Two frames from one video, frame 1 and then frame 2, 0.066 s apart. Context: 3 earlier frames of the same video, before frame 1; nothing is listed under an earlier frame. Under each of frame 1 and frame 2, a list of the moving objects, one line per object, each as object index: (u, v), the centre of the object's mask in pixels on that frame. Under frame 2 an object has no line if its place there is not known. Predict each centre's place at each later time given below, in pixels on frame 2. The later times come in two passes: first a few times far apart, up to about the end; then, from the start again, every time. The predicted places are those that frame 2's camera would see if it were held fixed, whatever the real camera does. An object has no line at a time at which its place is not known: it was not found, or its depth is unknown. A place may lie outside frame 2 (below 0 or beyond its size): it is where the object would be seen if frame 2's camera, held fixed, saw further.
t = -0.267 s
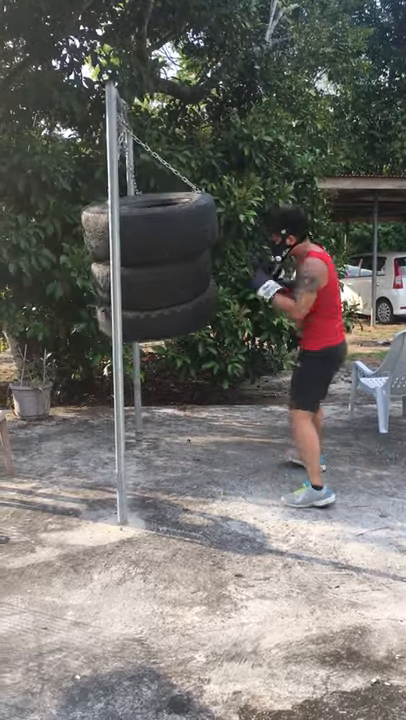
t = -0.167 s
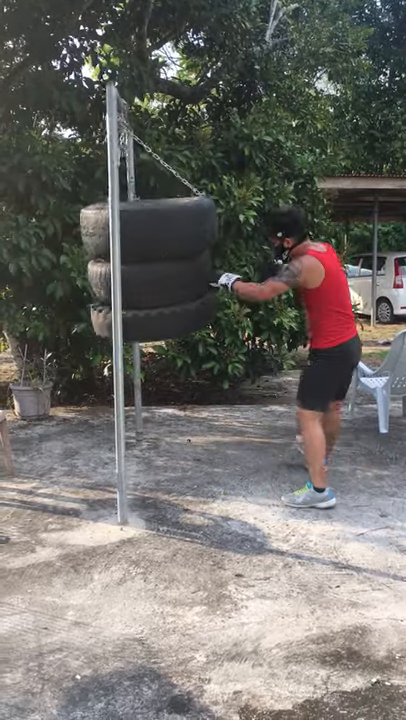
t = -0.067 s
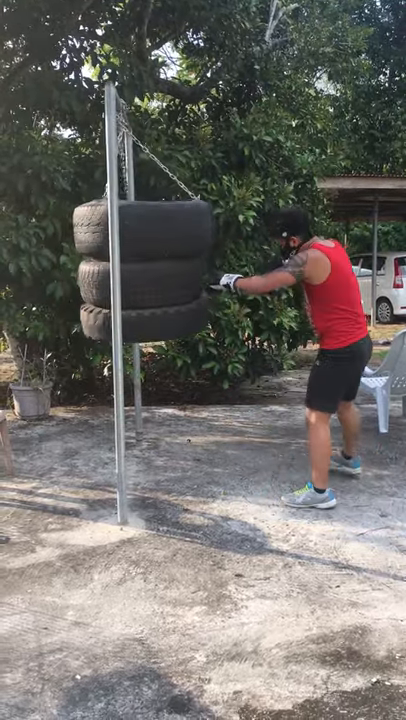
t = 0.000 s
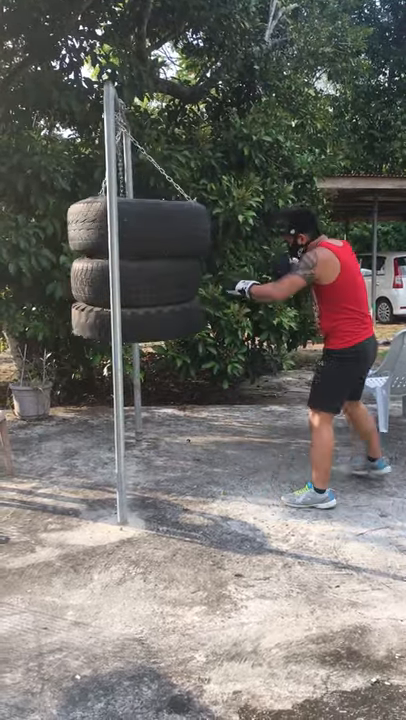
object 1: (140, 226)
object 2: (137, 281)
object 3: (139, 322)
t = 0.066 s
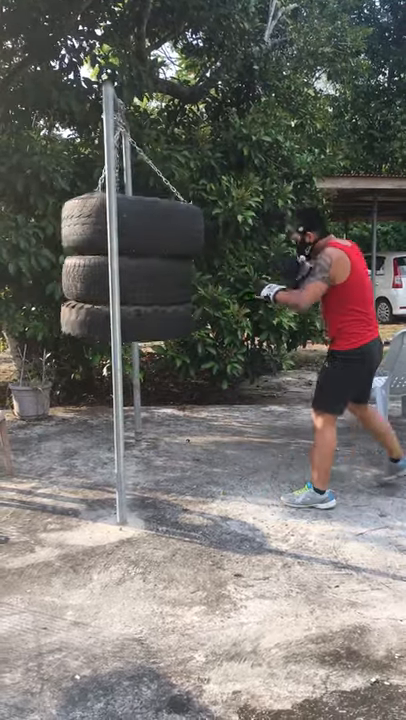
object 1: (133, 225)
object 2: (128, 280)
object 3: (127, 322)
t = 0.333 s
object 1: (116, 221)
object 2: (97, 276)
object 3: (90, 319)
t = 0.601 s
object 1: (100, 225)
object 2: (83, 276)
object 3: (73, 317)
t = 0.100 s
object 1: (130, 224)
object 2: (126, 279)
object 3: (122, 321)
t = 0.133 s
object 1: (127, 223)
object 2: (123, 278)
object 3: (120, 321)
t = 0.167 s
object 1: (124, 222)
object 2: (120, 277)
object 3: (109, 320)
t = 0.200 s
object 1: (121, 221)
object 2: (107, 275)
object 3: (105, 319)
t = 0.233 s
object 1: (118, 221)
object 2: (107, 276)
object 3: (103, 319)
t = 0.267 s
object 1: (116, 222)
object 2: (102, 275)
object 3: (96, 319)
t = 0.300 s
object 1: (116, 223)
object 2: (99, 276)
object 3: (93, 319)
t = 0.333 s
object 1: (116, 221)
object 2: (97, 276)
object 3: (90, 319)
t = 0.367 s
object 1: (103, 223)
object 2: (96, 275)
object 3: (87, 318)
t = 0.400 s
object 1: (103, 222)
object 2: (93, 275)
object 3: (84, 317)
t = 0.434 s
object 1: (103, 224)
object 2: (91, 275)
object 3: (78, 316)
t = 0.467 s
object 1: (103, 222)
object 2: (85, 274)
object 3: (79, 317)
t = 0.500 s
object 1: (102, 223)
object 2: (85, 274)
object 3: (77, 317)
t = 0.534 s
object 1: (101, 223)
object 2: (84, 275)
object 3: (74, 317)
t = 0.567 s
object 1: (101, 224)
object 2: (83, 276)
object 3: (73, 317)
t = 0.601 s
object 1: (100, 225)
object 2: (83, 276)
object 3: (73, 317)
